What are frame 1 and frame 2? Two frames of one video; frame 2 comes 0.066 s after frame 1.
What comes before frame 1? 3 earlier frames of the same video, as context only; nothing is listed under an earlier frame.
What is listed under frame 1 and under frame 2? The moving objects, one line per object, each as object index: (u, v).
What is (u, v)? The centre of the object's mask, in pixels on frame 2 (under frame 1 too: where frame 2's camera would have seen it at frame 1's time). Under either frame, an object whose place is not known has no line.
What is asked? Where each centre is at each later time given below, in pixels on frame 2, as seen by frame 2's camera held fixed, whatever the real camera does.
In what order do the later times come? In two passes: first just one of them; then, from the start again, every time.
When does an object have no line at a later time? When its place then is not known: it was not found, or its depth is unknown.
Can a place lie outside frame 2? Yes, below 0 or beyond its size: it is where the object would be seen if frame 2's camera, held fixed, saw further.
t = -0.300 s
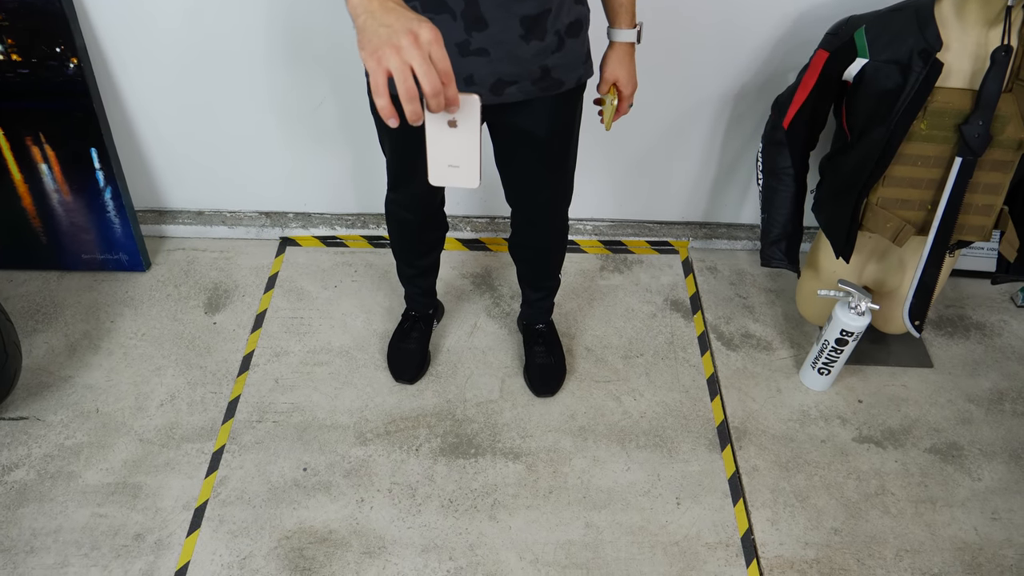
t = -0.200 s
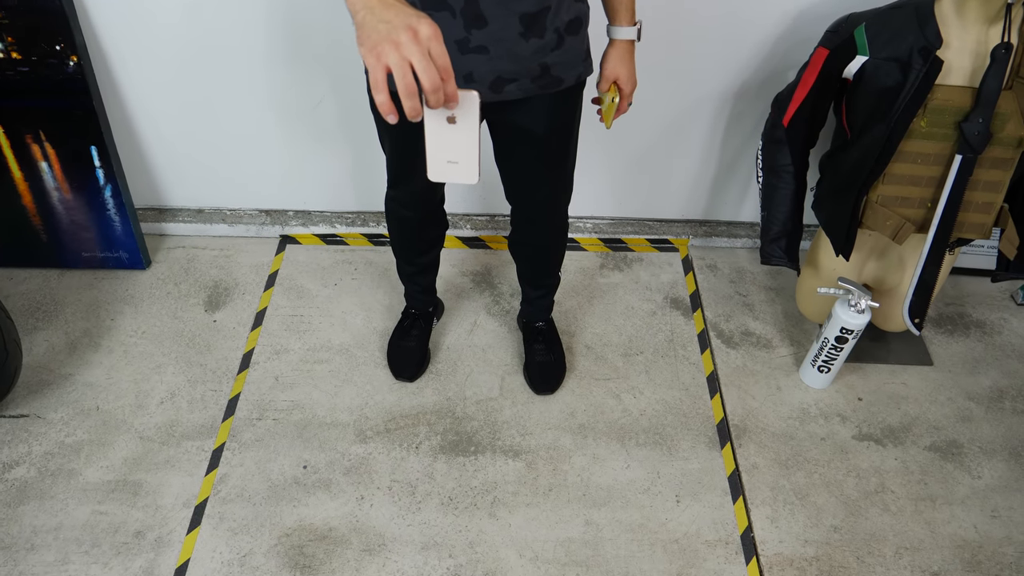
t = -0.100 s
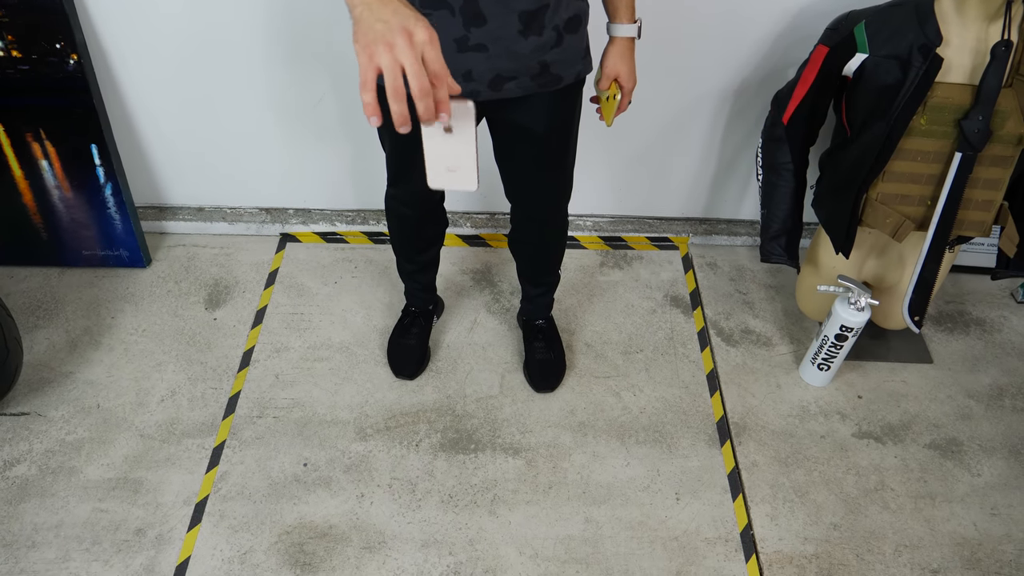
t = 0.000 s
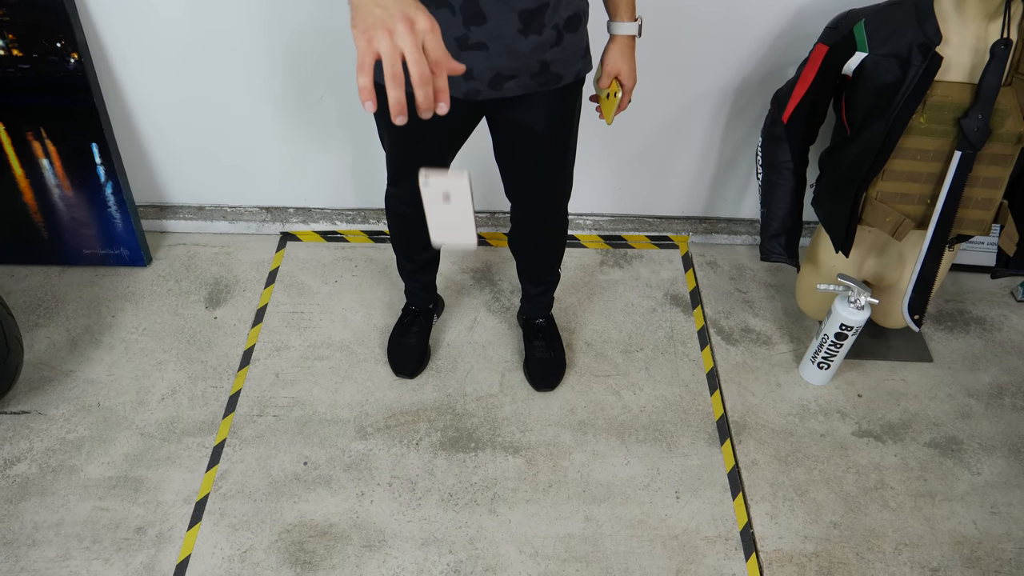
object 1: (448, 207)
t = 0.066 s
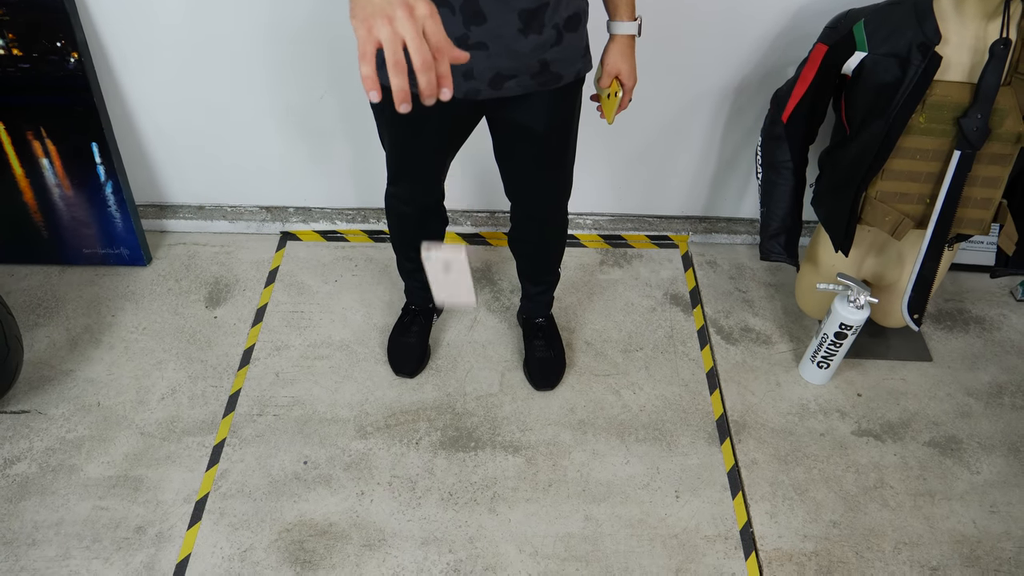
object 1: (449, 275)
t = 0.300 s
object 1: (456, 510)
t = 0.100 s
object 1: (450, 311)
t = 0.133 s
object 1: (450, 348)
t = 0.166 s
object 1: (451, 386)
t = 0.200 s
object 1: (452, 423)
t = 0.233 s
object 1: (449, 453)
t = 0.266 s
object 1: (449, 488)
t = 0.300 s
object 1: (456, 510)
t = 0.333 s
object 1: (456, 513)
